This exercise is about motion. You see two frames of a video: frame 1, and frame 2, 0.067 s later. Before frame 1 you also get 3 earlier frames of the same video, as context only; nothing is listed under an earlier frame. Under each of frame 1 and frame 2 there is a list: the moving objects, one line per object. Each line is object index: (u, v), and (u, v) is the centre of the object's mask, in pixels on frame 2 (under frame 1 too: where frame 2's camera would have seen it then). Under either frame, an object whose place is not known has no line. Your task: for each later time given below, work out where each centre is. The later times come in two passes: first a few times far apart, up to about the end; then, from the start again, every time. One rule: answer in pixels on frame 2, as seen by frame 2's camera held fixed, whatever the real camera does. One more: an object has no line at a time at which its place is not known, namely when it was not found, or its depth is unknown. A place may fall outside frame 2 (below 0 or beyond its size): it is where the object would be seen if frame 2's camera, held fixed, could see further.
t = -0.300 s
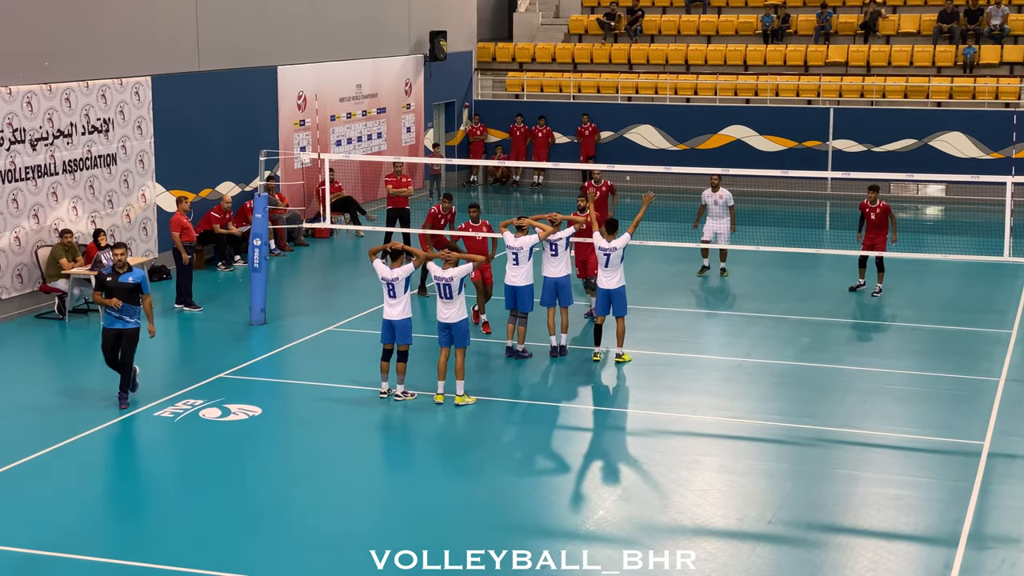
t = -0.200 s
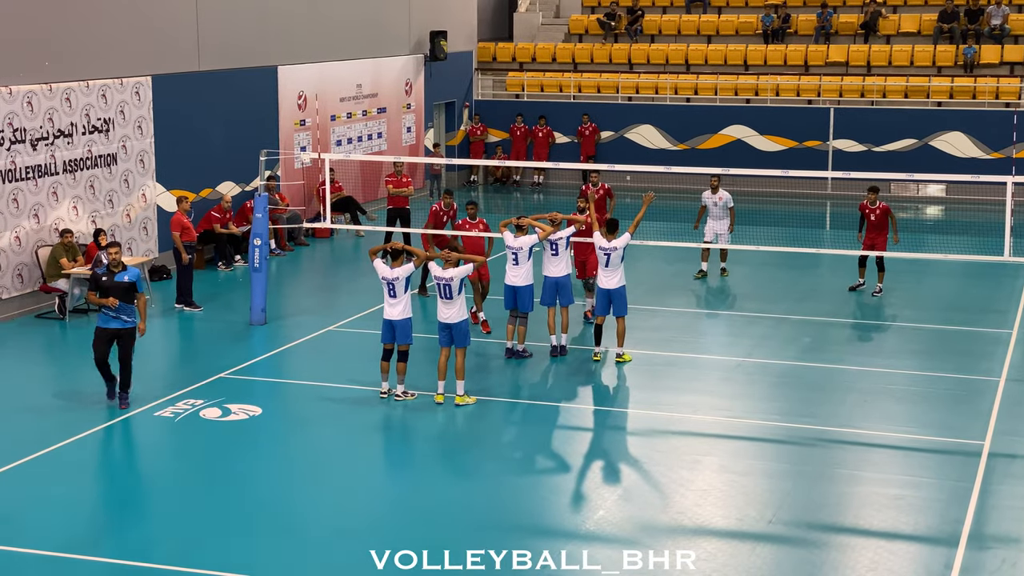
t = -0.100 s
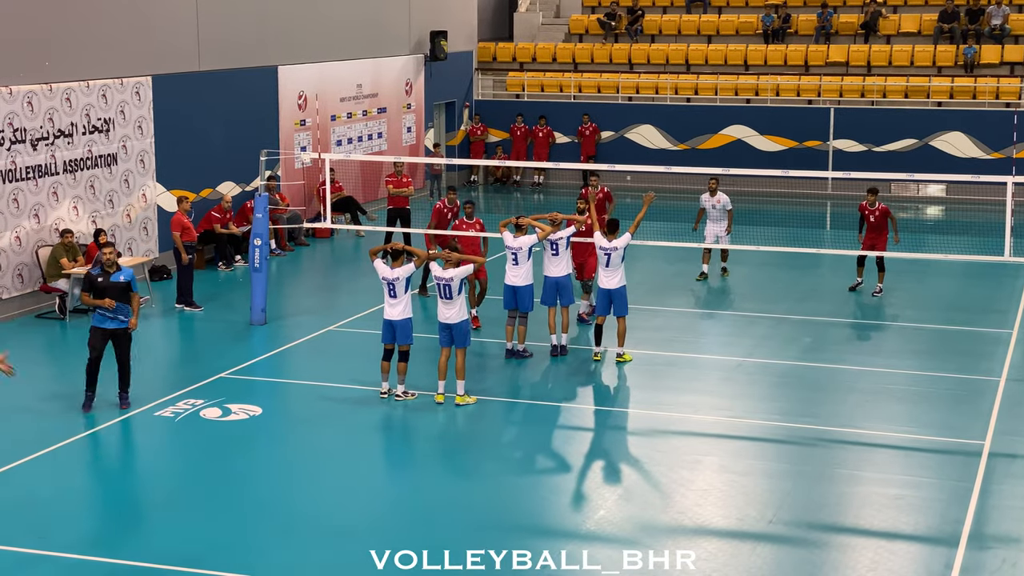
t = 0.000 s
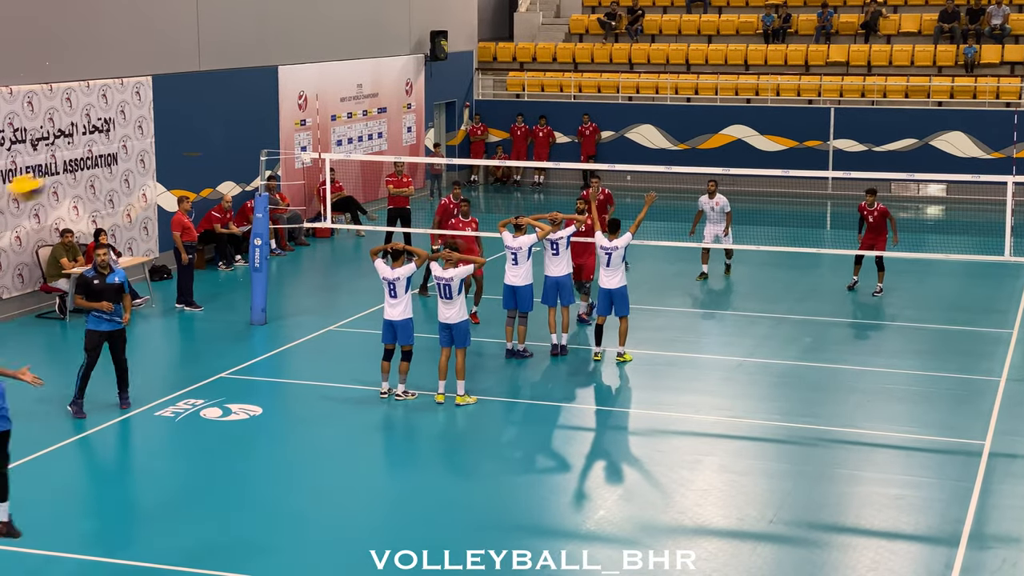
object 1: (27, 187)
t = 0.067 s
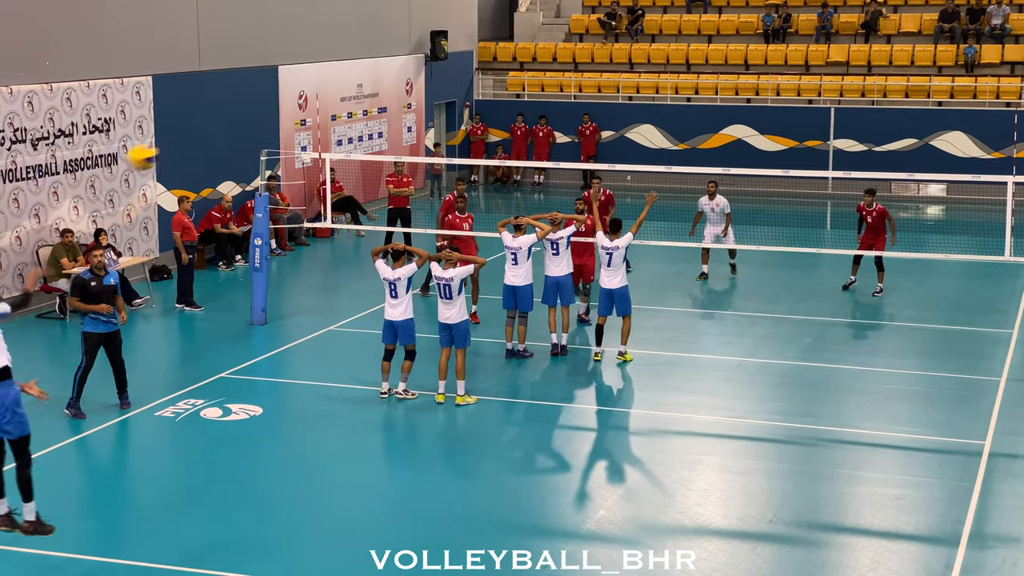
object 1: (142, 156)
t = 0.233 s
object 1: (349, 113)
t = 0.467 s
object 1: (518, 113)
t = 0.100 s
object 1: (192, 144)
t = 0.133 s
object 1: (238, 133)
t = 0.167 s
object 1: (277, 125)
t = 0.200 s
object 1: (314, 119)
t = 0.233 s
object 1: (349, 113)
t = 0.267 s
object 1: (379, 111)
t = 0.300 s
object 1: (407, 108)
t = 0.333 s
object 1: (434, 106)
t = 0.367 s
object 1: (458, 106)
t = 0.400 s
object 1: (480, 107)
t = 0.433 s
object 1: (500, 109)
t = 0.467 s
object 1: (518, 113)
